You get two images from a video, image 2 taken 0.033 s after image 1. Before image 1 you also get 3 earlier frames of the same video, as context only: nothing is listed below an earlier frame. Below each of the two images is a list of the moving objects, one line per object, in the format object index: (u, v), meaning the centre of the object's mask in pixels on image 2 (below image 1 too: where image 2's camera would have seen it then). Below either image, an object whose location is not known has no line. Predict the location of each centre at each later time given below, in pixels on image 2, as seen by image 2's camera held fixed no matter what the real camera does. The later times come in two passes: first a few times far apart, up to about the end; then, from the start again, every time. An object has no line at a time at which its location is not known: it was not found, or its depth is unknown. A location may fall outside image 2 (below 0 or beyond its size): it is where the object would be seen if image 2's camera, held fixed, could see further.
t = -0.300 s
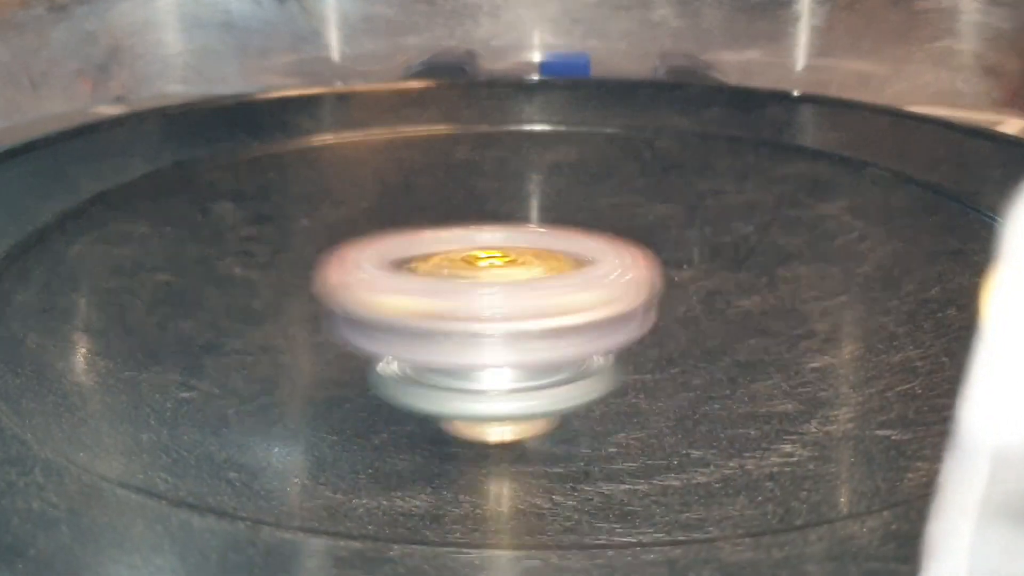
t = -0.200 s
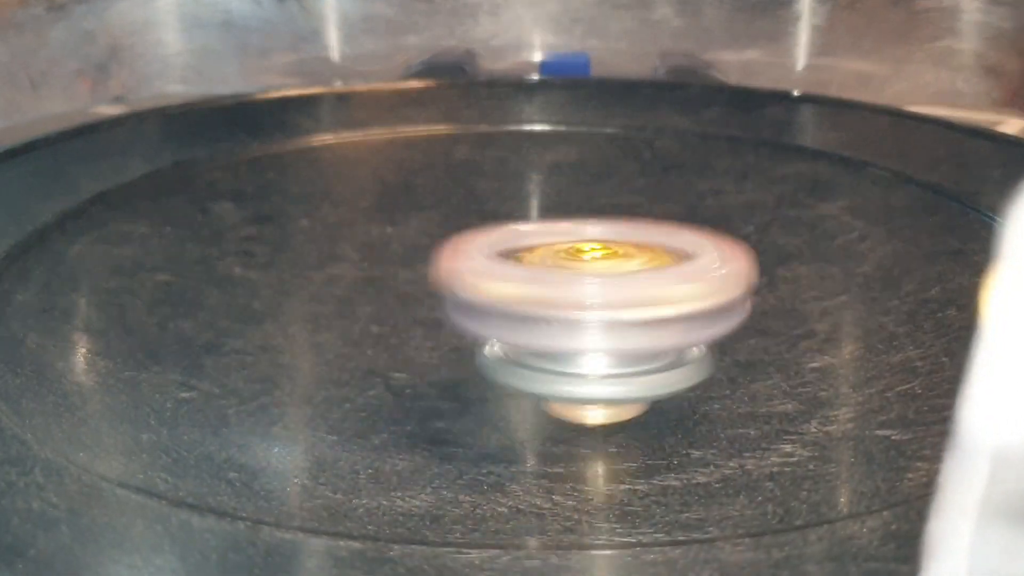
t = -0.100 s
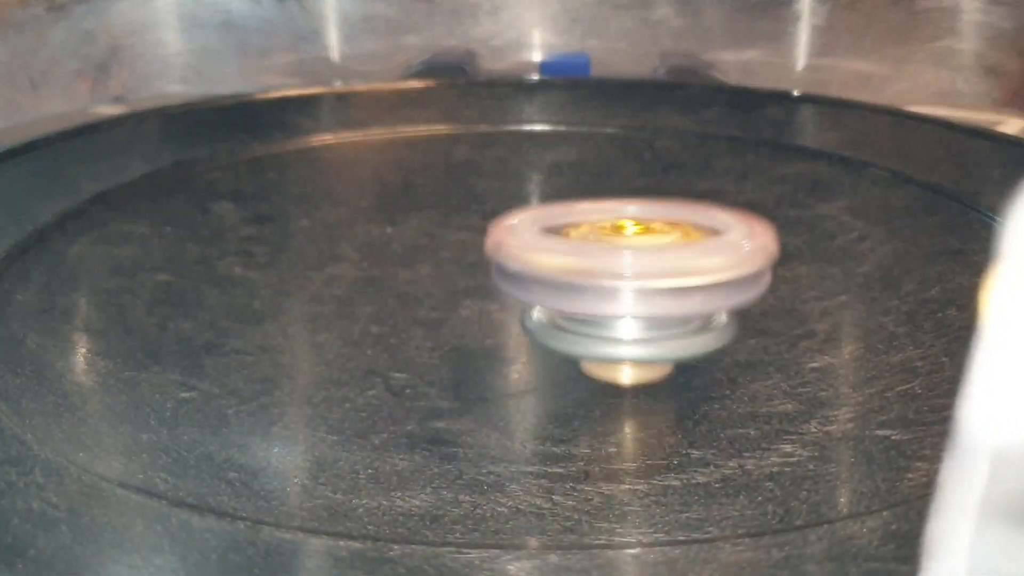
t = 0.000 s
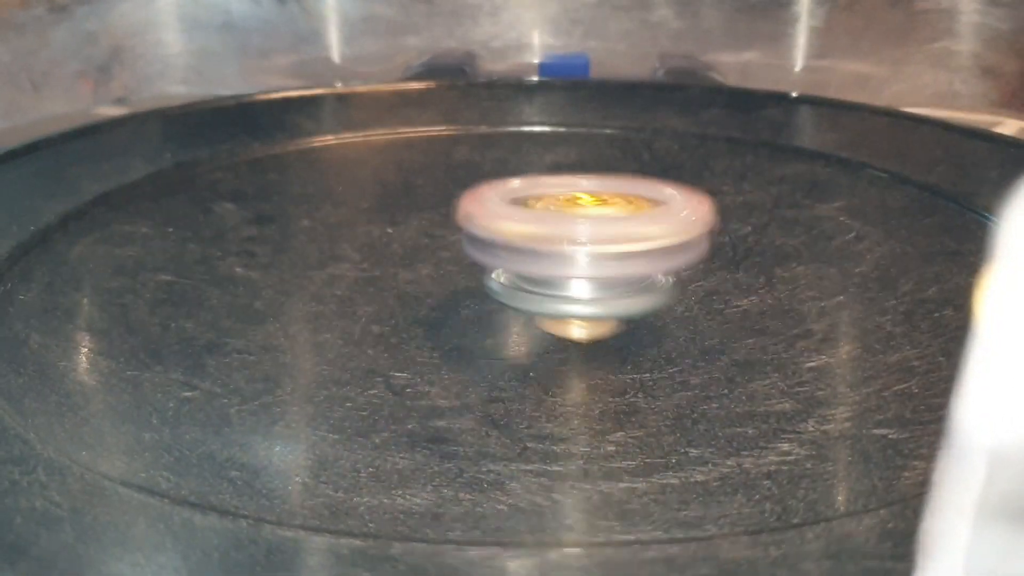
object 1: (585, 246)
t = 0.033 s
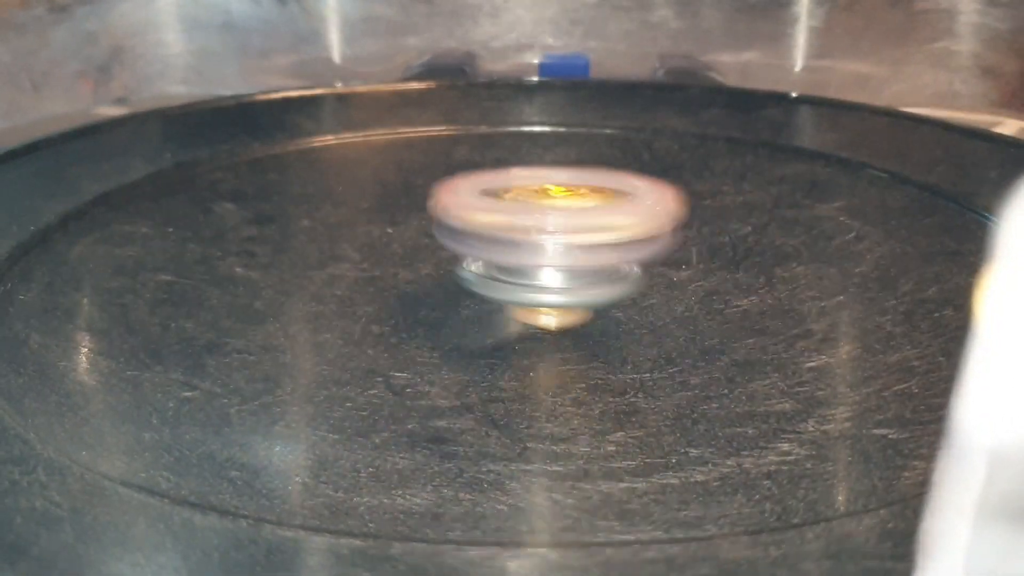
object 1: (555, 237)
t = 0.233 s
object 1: (328, 215)
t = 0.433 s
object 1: (219, 272)
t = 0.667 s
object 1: (545, 298)
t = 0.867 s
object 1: (588, 216)
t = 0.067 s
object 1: (521, 228)
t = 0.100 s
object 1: (486, 223)
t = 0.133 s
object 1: (447, 218)
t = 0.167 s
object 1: (407, 214)
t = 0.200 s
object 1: (369, 214)
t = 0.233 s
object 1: (328, 215)
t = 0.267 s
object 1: (288, 217)
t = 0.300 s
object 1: (252, 223)
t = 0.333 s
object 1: (223, 232)
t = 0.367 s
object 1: (208, 244)
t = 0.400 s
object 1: (207, 257)
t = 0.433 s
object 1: (219, 272)
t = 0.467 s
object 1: (246, 285)
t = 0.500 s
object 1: (285, 296)
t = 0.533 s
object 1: (333, 305)
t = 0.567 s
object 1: (388, 309)
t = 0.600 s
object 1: (445, 310)
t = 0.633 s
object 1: (499, 306)
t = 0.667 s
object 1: (545, 298)
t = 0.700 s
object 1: (582, 288)
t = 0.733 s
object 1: (607, 273)
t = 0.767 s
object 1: (617, 259)
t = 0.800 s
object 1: (617, 244)
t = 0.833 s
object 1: (605, 229)
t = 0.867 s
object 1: (588, 216)
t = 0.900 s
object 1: (565, 203)
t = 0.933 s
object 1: (539, 192)
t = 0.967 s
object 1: (508, 182)
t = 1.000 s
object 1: (476, 172)
